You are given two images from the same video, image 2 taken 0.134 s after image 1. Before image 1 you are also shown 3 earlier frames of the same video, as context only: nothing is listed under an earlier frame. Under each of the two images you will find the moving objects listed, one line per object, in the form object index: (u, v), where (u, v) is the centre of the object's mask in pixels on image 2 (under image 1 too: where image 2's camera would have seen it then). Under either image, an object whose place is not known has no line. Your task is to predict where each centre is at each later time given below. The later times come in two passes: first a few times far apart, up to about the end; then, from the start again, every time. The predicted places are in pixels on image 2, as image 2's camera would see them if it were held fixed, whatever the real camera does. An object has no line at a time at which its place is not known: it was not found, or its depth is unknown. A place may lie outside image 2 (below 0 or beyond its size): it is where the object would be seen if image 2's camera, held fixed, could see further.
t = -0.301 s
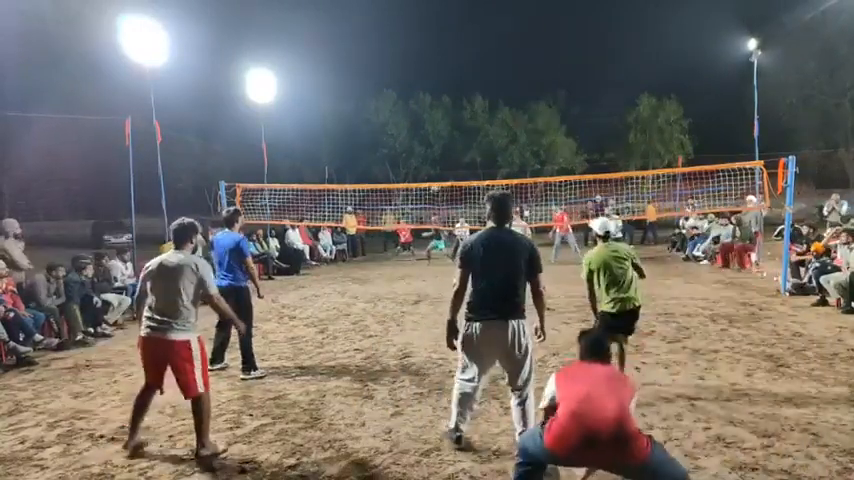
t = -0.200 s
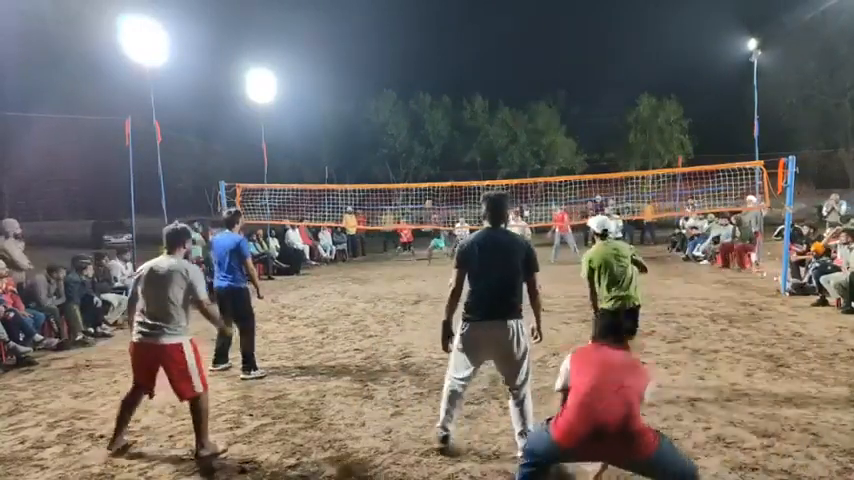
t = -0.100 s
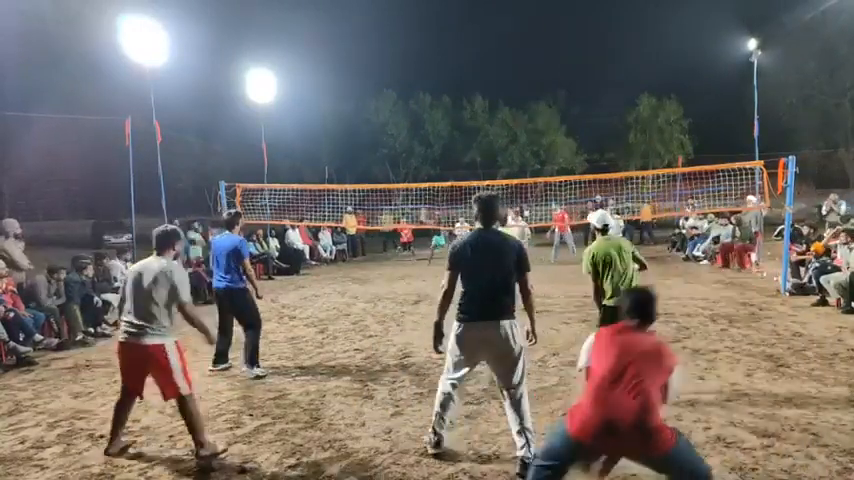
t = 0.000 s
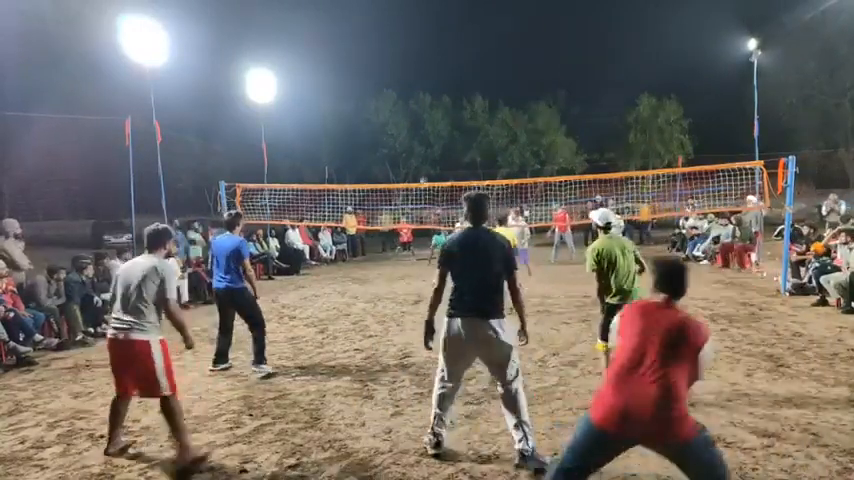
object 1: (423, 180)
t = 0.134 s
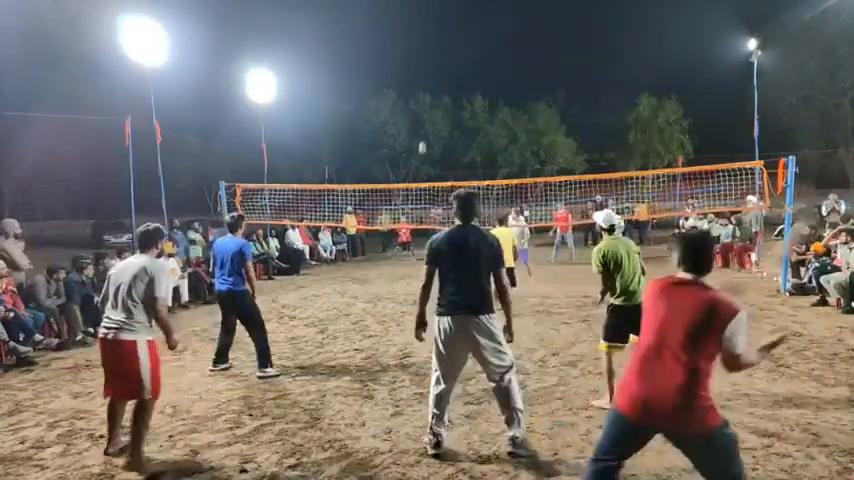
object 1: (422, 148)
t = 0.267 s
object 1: (421, 114)
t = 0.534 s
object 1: (422, 58)
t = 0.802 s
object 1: (425, 22)
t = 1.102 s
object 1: (432, 22)
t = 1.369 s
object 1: (444, 82)
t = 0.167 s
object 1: (422, 139)
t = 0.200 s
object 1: (422, 130)
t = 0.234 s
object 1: (422, 122)
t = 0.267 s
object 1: (421, 114)
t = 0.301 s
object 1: (421, 106)
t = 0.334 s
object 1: (421, 98)
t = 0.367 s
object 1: (422, 91)
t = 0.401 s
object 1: (422, 84)
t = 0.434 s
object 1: (422, 77)
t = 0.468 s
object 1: (422, 70)
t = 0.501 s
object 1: (422, 64)
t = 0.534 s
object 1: (422, 58)
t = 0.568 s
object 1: (422, 52)
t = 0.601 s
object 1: (423, 46)
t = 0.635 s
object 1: (423, 41)
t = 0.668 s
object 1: (423, 37)
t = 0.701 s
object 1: (424, 33)
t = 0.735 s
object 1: (424, 29)
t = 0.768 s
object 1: (424, 25)
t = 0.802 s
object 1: (425, 22)
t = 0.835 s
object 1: (425, 20)
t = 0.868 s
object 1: (426, 18)
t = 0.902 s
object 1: (427, 17)
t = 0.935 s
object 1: (427, 16)
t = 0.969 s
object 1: (428, 16)
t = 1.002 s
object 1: (429, 16)
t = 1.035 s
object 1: (430, 18)
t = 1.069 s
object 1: (431, 20)
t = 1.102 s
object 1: (432, 22)
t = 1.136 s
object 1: (433, 26)
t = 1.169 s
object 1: (434, 31)
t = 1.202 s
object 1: (436, 37)
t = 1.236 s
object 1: (437, 43)
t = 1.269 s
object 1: (439, 52)
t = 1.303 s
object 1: (441, 61)
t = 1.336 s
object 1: (442, 71)
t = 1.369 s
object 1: (444, 82)
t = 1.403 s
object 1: (446, 96)
